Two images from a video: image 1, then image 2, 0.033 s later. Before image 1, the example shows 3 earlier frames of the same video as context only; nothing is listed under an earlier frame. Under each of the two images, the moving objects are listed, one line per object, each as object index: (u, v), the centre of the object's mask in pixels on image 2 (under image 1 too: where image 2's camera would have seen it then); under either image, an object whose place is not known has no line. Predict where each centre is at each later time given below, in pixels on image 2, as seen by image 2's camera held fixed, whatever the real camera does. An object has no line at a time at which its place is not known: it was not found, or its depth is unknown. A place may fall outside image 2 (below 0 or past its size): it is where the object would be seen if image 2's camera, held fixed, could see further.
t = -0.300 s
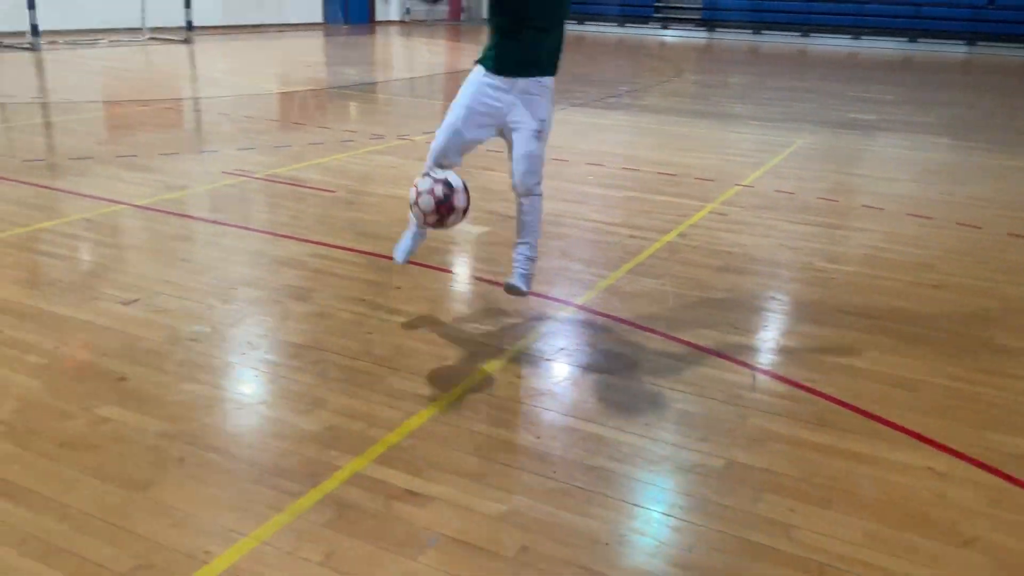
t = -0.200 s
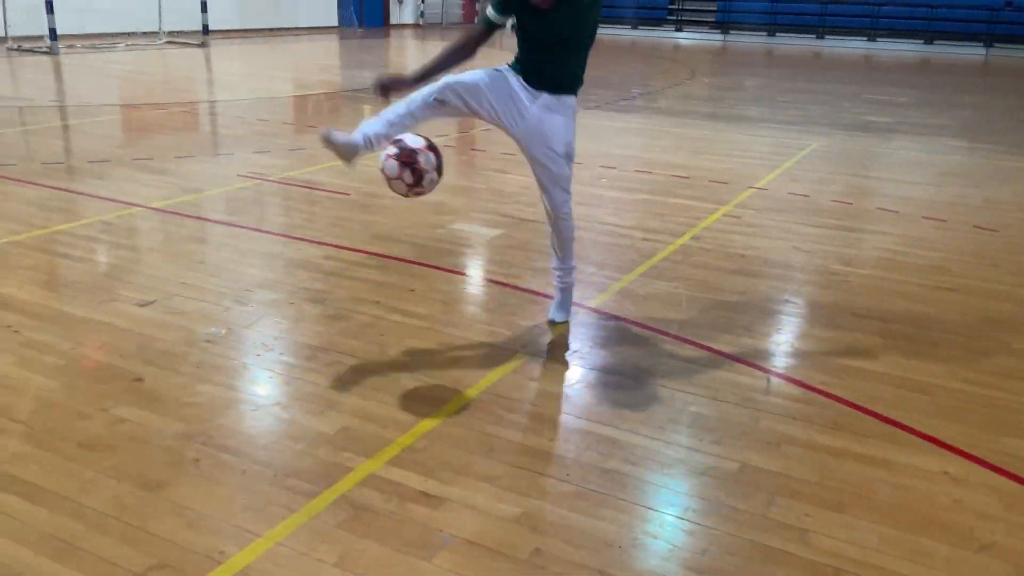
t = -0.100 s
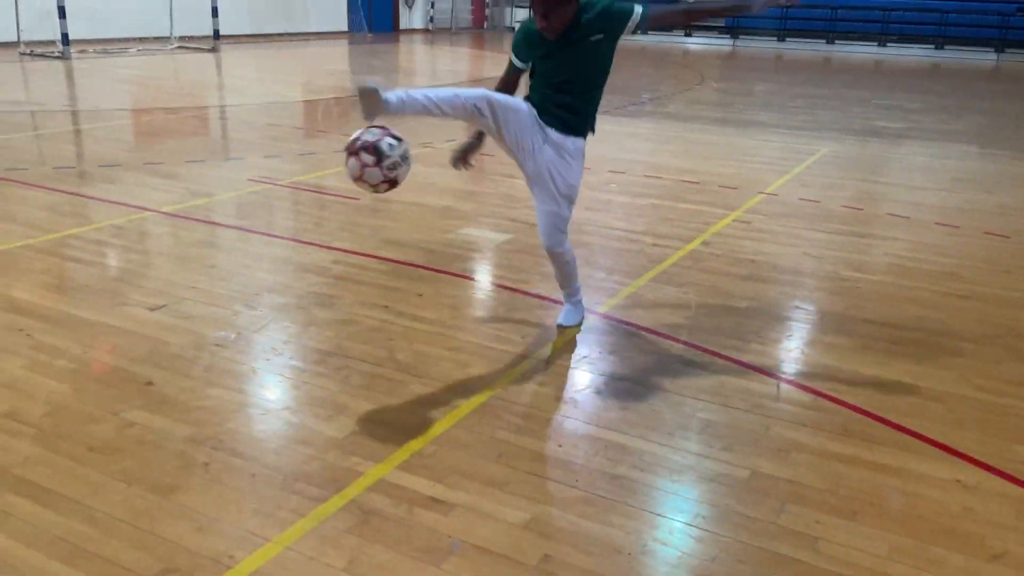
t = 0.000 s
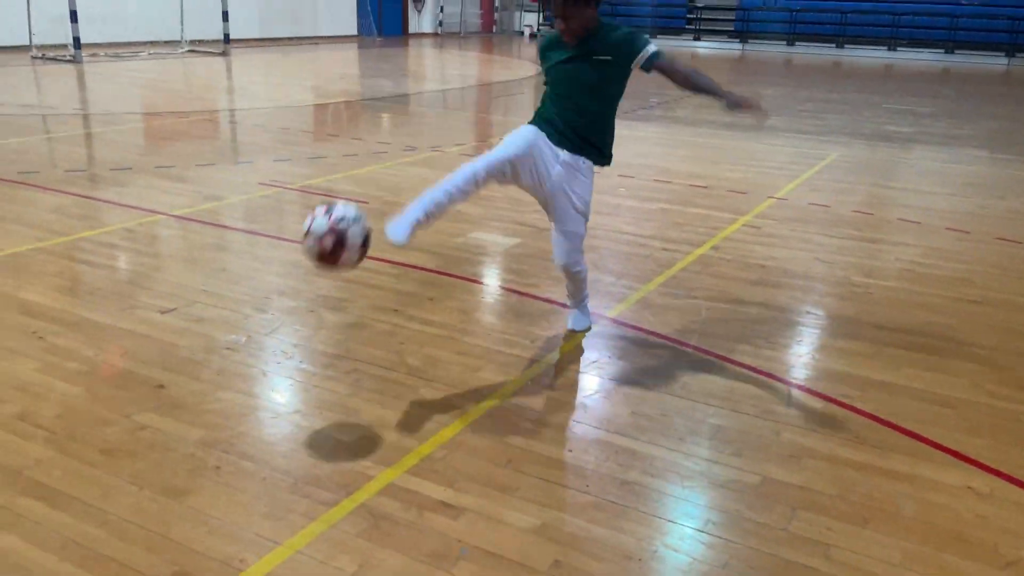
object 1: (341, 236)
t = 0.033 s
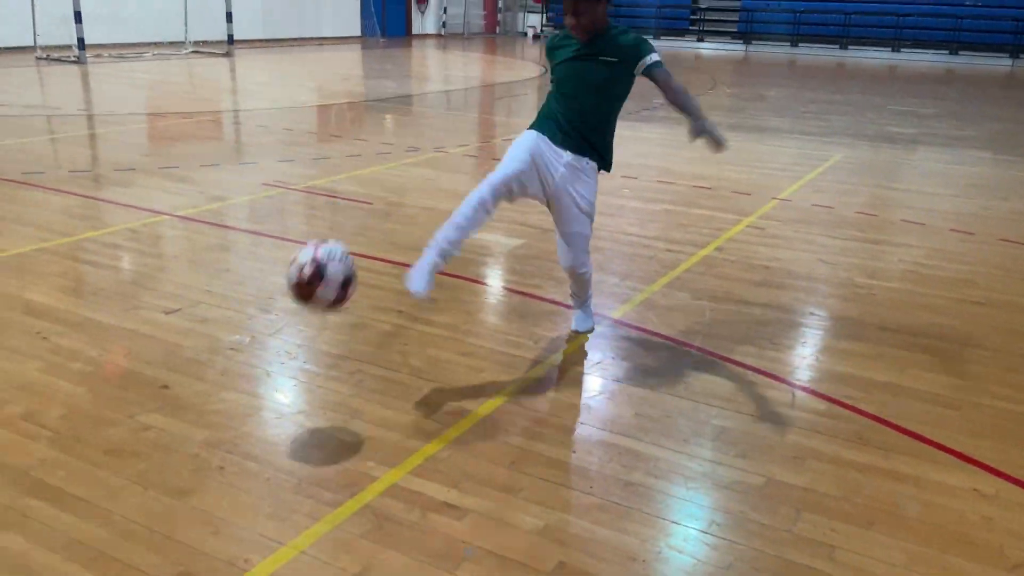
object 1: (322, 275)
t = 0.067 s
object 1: (303, 320)
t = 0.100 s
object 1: (283, 368)
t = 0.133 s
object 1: (265, 417)
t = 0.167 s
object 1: (251, 384)
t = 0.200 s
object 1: (240, 356)
